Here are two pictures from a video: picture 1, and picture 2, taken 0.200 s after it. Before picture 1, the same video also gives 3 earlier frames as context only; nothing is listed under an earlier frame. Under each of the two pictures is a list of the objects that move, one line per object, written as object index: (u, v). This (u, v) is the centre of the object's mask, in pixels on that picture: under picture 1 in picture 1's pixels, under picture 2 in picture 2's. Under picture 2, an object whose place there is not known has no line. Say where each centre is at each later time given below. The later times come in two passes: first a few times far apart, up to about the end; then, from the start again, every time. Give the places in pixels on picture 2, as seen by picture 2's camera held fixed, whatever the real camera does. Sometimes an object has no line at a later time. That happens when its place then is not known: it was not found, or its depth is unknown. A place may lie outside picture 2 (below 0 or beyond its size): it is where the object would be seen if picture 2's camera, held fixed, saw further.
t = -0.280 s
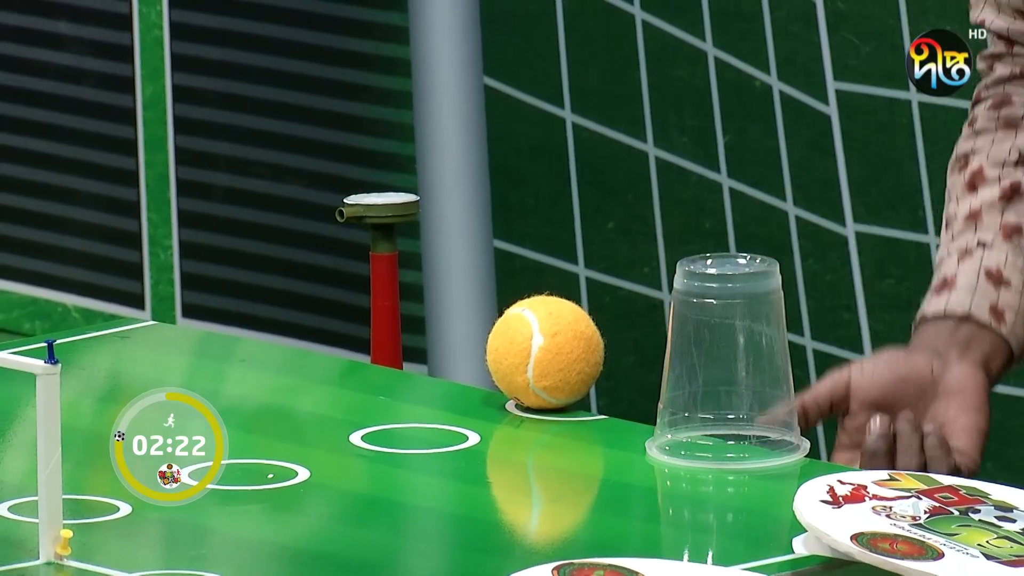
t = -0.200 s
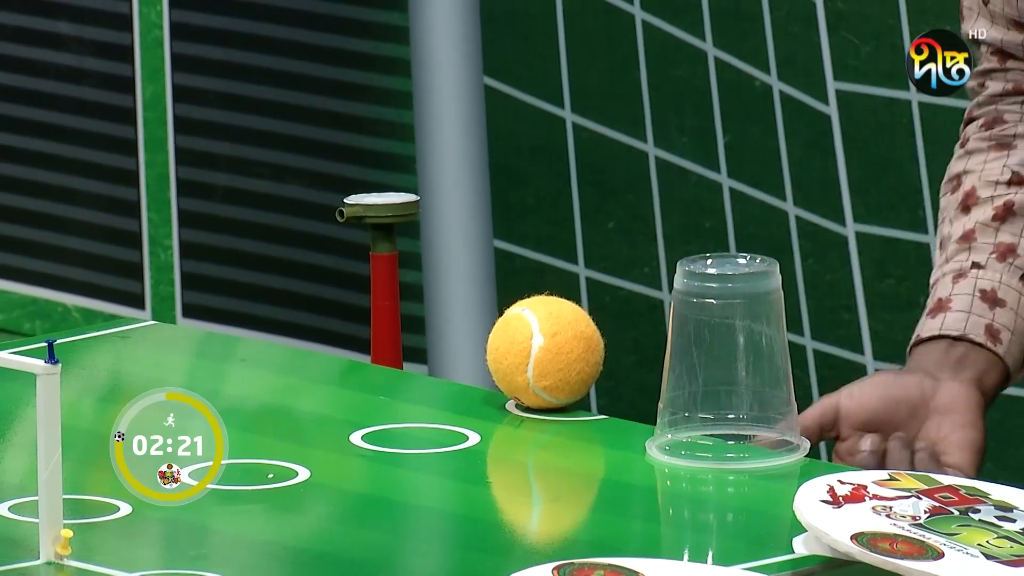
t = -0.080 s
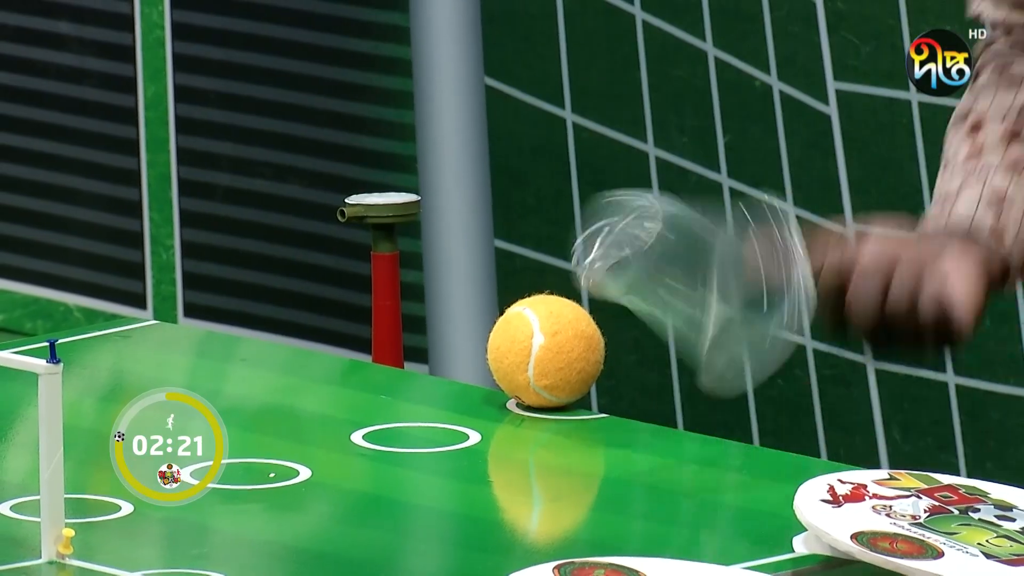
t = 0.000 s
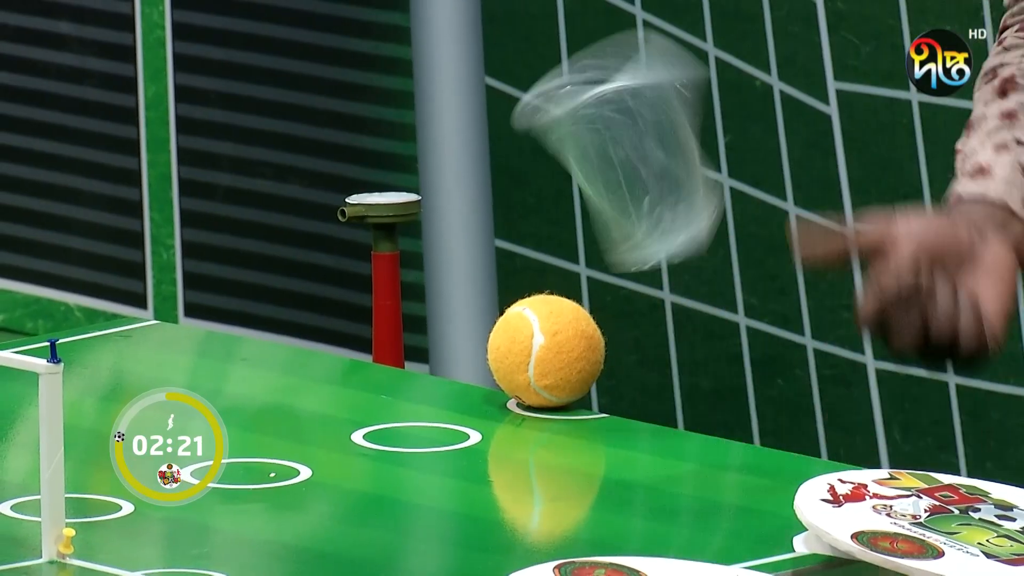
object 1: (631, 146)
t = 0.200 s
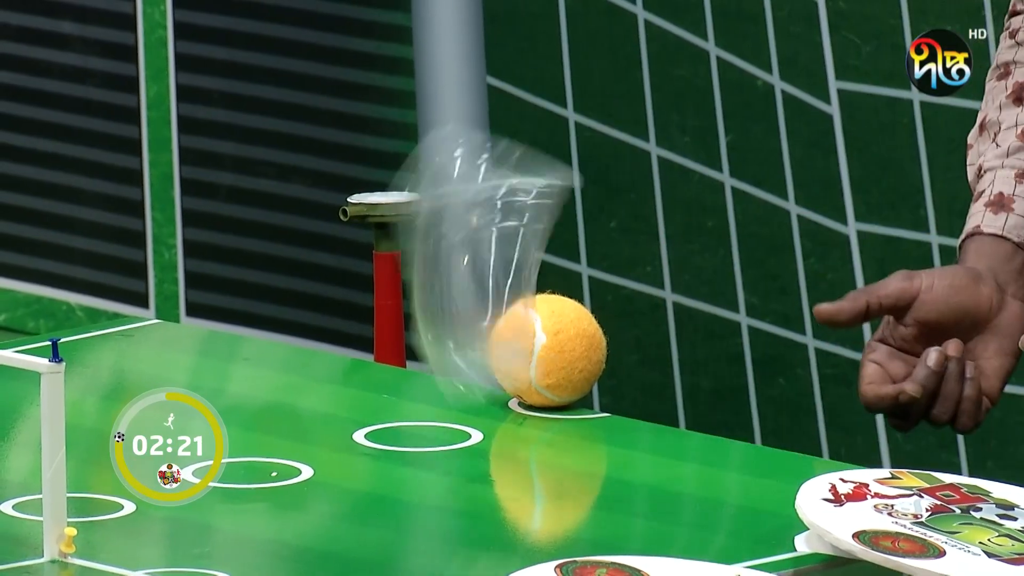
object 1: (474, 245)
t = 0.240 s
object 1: (439, 349)
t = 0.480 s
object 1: (425, 373)
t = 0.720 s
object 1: (468, 441)
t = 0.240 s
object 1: (439, 349)
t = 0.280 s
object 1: (425, 386)
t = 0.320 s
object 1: (417, 363)
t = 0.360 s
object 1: (410, 360)
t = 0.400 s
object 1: (409, 359)
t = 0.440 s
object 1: (413, 363)
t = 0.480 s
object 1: (425, 373)
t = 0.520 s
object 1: (440, 403)
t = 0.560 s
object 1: (450, 424)
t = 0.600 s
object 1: (456, 421)
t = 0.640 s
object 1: (461, 437)
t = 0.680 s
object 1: (465, 438)
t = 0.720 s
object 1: (468, 441)
